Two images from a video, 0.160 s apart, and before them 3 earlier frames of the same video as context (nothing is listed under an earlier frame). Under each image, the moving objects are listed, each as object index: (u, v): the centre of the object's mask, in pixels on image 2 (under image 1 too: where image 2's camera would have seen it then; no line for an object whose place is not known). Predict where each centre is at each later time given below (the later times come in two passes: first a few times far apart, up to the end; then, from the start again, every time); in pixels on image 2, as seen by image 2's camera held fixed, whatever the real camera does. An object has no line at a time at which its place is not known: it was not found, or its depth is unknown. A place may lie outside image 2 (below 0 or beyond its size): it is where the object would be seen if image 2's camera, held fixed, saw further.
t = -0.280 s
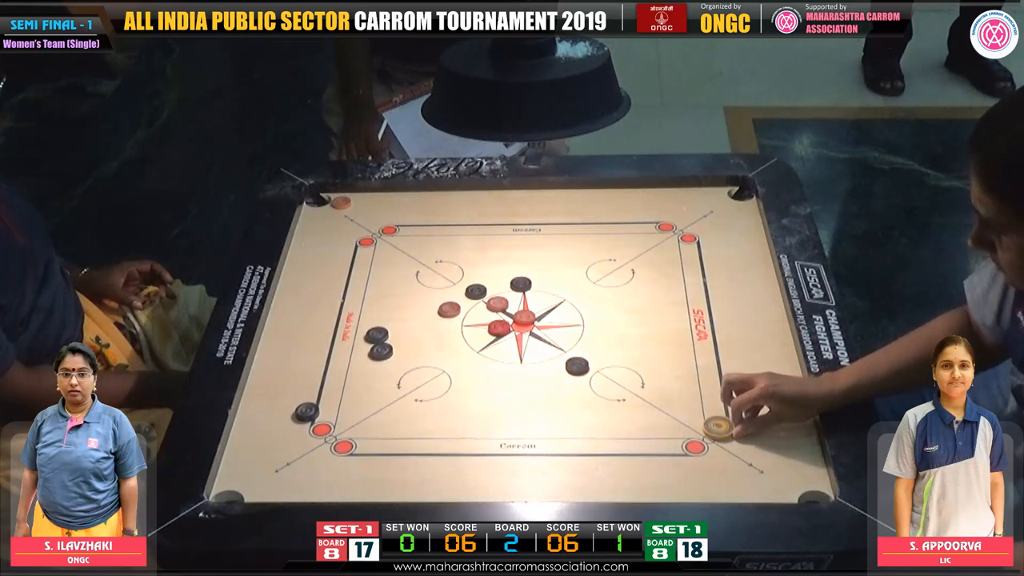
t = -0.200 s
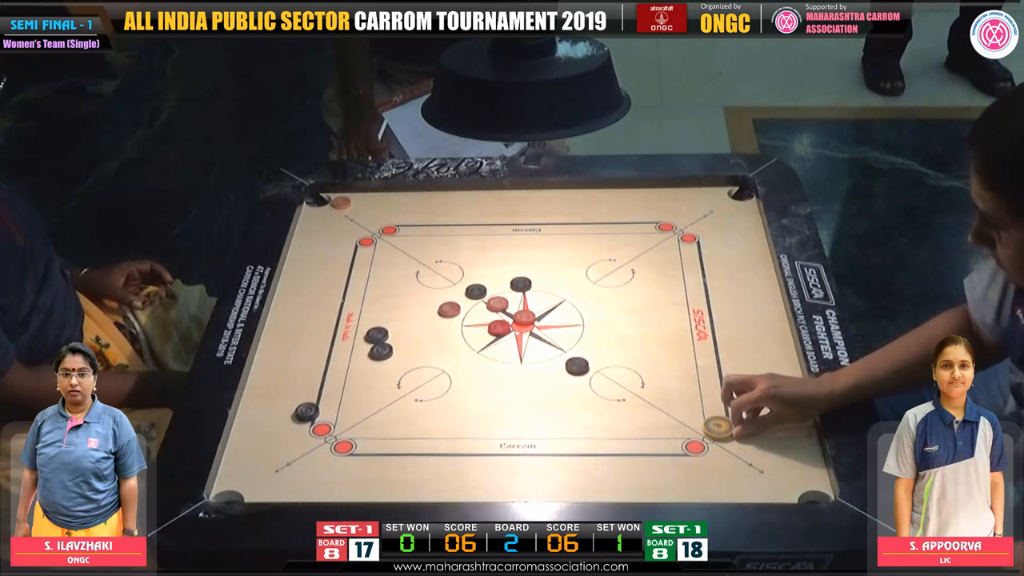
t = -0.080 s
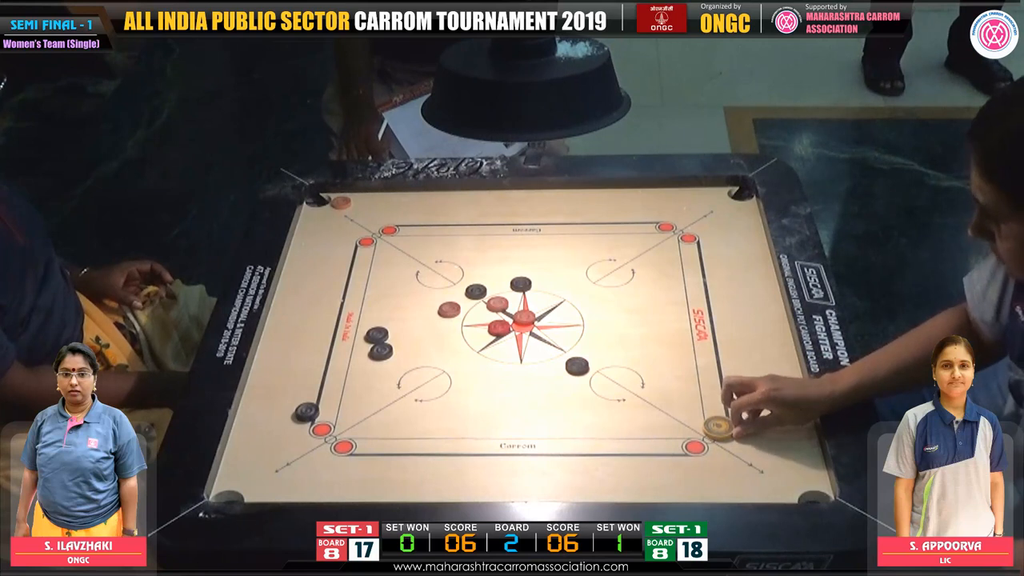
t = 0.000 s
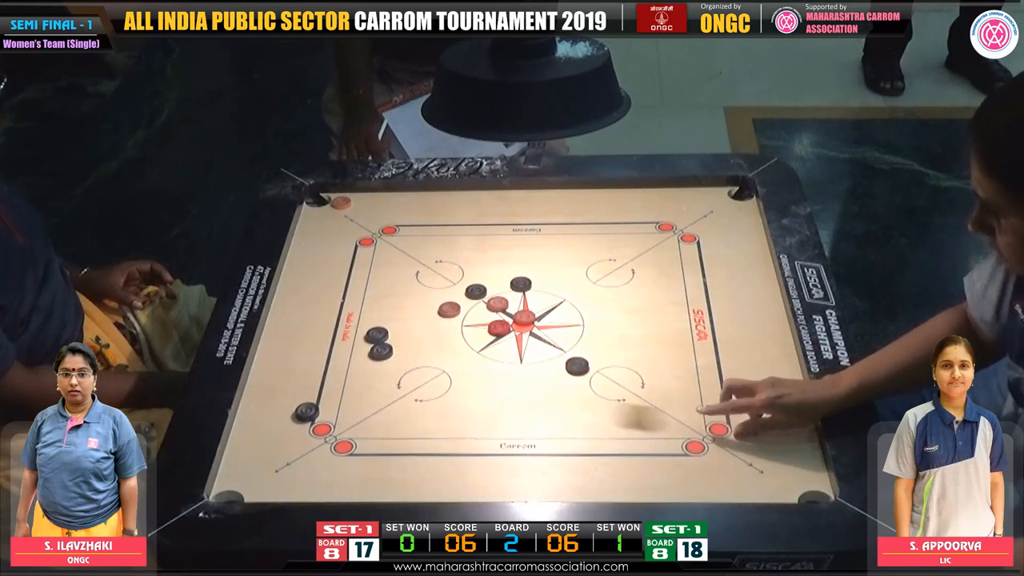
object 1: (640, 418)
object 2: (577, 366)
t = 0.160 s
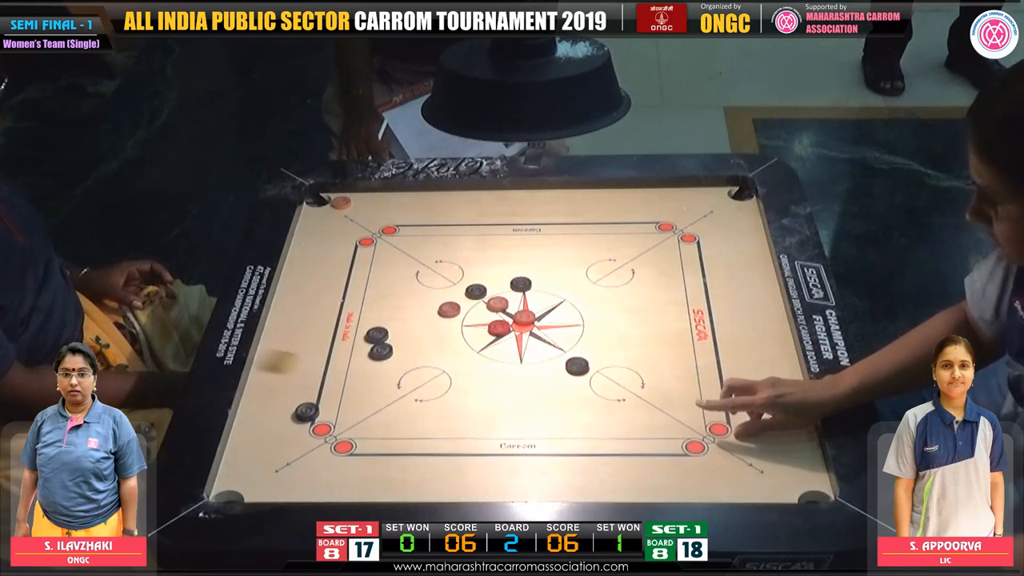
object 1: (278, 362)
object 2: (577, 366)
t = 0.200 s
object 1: (327, 352)
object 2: (577, 366)
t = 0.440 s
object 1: (468, 335)
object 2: (603, 318)
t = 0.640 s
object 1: (492, 336)
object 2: (643, 279)
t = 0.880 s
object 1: (492, 336)
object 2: (663, 255)
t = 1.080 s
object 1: (492, 336)
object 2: (664, 251)
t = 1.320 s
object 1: (492, 336)
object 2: (664, 250)
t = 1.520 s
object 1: (492, 336)
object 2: (664, 250)
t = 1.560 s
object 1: (492, 336)
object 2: (664, 250)
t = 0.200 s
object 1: (327, 352)
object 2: (577, 366)
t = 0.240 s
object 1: (371, 346)
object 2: (577, 366)
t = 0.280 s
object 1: (393, 344)
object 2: (577, 366)
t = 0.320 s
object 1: (414, 341)
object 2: (565, 352)
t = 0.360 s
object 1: (433, 339)
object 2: (579, 340)
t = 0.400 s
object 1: (451, 337)
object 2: (592, 328)
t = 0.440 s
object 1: (468, 335)
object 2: (603, 318)
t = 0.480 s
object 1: (479, 334)
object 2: (613, 309)
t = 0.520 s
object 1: (485, 334)
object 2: (622, 300)
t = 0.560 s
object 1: (489, 335)
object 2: (630, 293)
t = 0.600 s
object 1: (491, 336)
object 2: (637, 286)
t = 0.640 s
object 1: (492, 336)
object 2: (643, 279)
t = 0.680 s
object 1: (493, 336)
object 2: (649, 273)
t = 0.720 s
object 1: (493, 336)
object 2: (653, 269)
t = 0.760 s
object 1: (493, 336)
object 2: (656, 264)
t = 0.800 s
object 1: (493, 336)
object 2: (660, 261)
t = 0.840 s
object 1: (492, 336)
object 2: (662, 258)
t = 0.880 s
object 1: (492, 336)
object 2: (663, 255)
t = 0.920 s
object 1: (492, 336)
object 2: (664, 253)
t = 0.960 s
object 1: (492, 336)
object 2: (664, 252)
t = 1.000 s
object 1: (492, 336)
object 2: (664, 251)
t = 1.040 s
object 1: (492, 336)
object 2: (664, 251)
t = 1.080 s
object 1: (492, 336)
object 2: (664, 251)
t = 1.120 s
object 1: (492, 336)
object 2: (664, 251)
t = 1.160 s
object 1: (492, 336)
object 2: (664, 250)
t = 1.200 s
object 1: (492, 336)
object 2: (664, 251)
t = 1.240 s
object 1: (492, 336)
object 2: (664, 251)
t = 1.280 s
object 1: (492, 336)
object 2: (664, 251)
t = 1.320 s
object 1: (492, 336)
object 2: (664, 250)
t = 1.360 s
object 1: (492, 336)
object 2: (664, 251)
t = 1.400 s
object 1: (492, 336)
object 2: (664, 250)
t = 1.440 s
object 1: (493, 336)
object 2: (664, 251)
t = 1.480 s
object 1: (493, 336)
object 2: (664, 251)
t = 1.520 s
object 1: (492, 336)
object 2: (664, 250)
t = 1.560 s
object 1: (492, 336)
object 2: (664, 250)
